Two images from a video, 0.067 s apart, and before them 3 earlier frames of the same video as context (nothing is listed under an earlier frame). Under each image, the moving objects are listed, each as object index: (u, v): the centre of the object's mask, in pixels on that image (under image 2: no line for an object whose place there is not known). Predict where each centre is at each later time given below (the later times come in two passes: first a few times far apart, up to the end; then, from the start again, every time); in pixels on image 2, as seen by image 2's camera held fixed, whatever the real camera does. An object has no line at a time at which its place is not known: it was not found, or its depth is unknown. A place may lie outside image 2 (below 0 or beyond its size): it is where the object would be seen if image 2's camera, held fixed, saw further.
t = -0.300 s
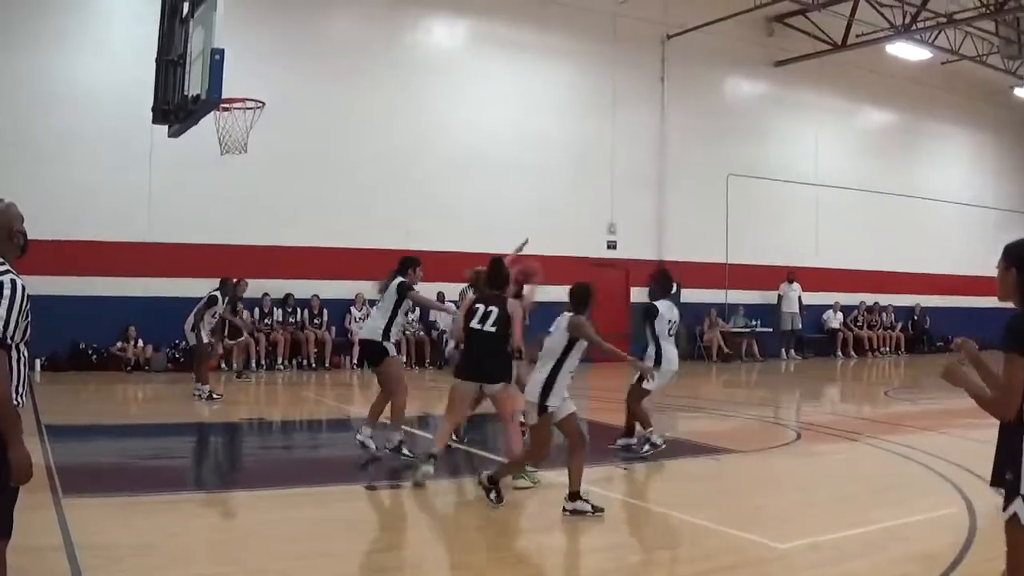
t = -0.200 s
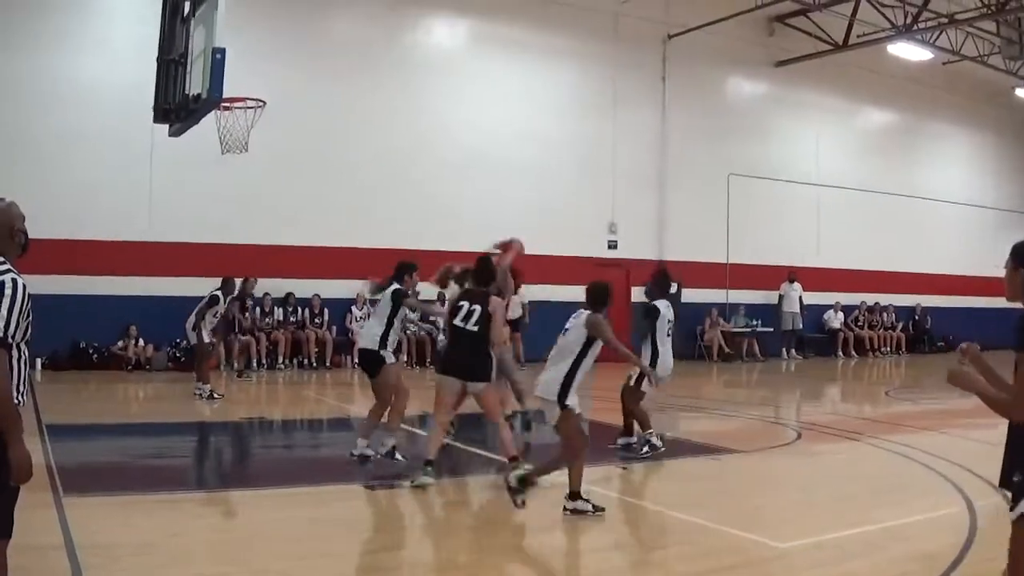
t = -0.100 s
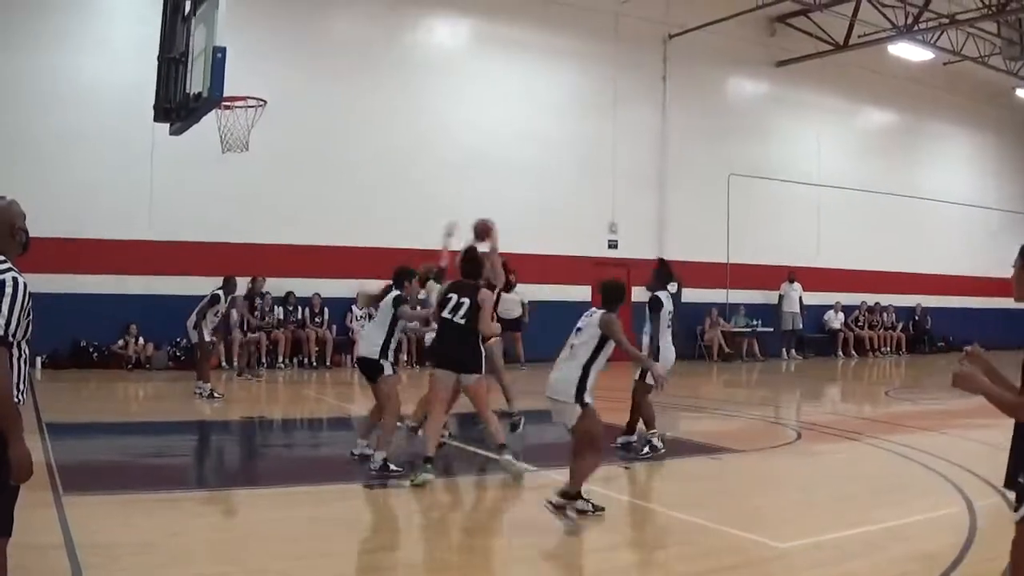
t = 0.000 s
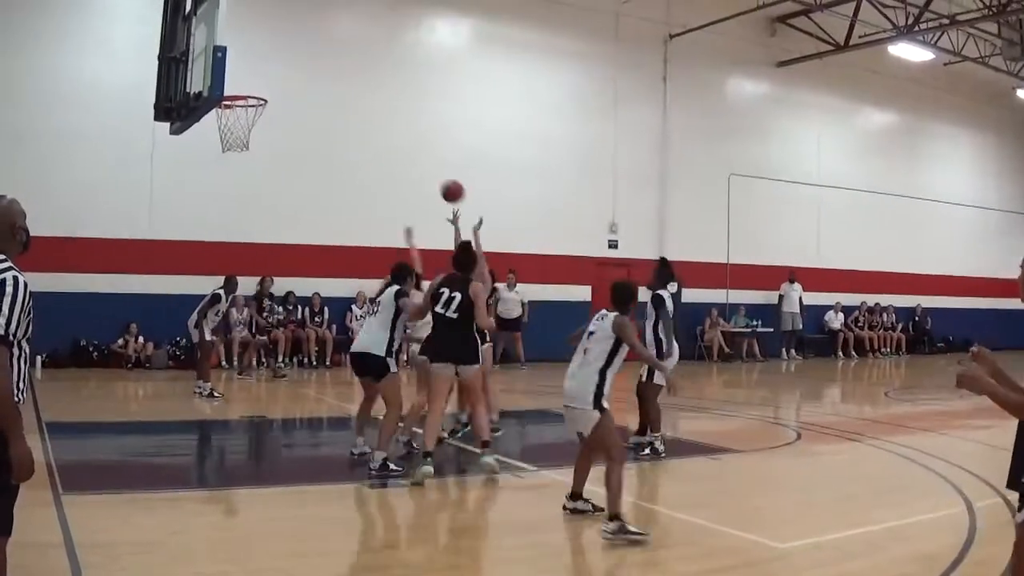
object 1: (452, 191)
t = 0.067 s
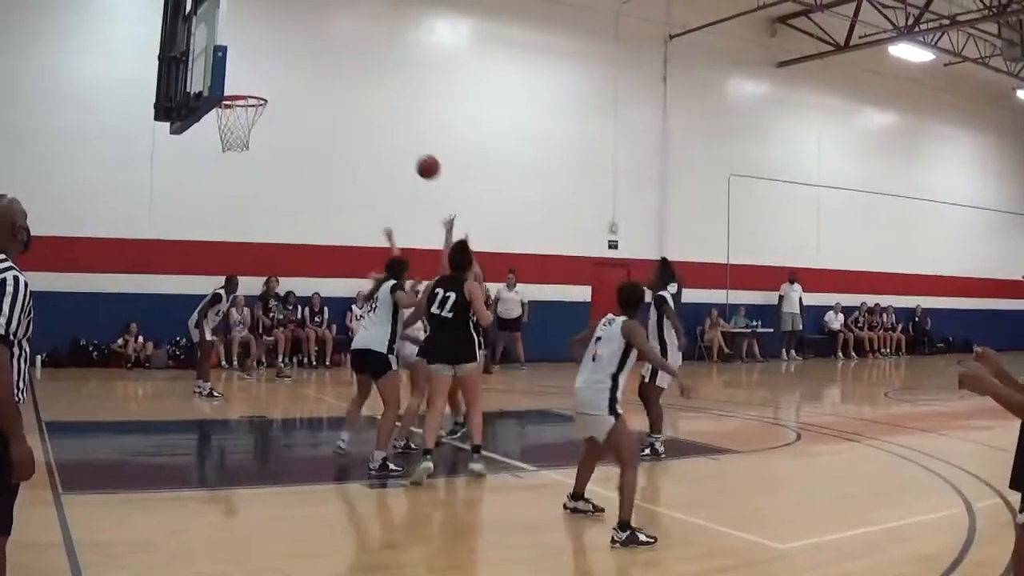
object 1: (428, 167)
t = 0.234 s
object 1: (365, 124)
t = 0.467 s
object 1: (274, 113)
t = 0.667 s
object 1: (252, 184)
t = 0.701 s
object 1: (248, 202)
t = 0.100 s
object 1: (416, 156)
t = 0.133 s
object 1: (403, 147)
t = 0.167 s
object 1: (390, 138)
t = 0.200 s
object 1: (378, 130)
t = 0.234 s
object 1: (365, 124)
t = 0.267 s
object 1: (351, 119)
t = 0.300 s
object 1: (338, 115)
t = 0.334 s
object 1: (324, 111)
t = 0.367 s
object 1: (310, 110)
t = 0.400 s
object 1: (296, 109)
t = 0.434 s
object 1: (282, 109)
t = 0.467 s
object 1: (274, 113)
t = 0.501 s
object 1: (270, 121)
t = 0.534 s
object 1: (266, 130)
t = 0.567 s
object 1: (263, 142)
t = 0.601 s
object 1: (259, 155)
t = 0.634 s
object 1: (256, 168)
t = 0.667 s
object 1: (252, 184)
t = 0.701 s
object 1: (248, 202)
